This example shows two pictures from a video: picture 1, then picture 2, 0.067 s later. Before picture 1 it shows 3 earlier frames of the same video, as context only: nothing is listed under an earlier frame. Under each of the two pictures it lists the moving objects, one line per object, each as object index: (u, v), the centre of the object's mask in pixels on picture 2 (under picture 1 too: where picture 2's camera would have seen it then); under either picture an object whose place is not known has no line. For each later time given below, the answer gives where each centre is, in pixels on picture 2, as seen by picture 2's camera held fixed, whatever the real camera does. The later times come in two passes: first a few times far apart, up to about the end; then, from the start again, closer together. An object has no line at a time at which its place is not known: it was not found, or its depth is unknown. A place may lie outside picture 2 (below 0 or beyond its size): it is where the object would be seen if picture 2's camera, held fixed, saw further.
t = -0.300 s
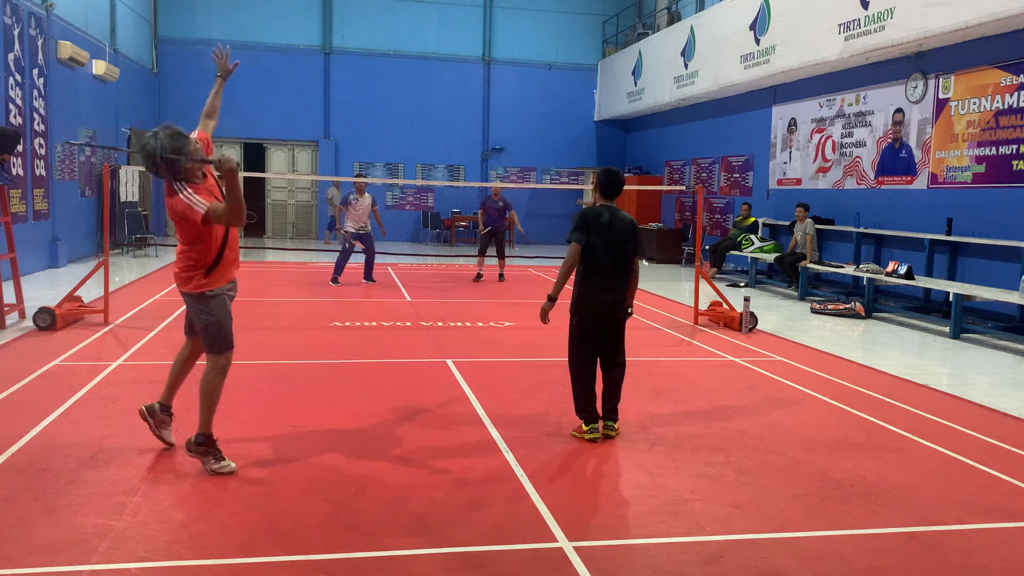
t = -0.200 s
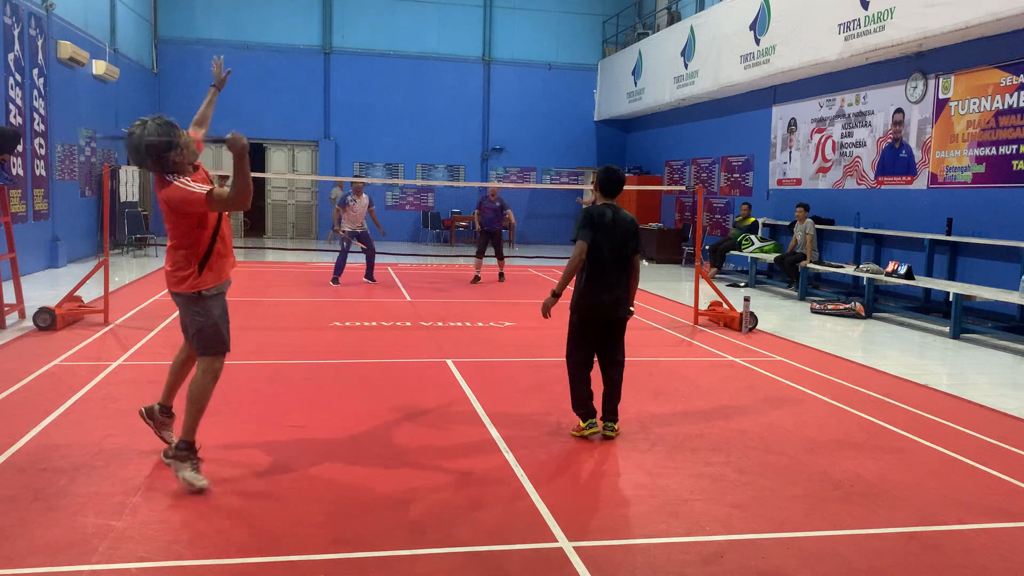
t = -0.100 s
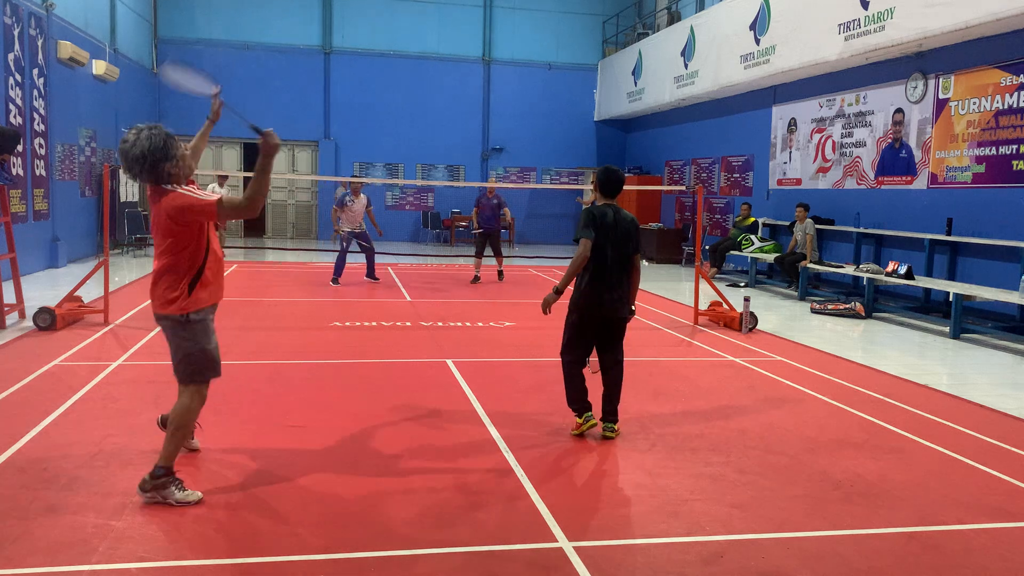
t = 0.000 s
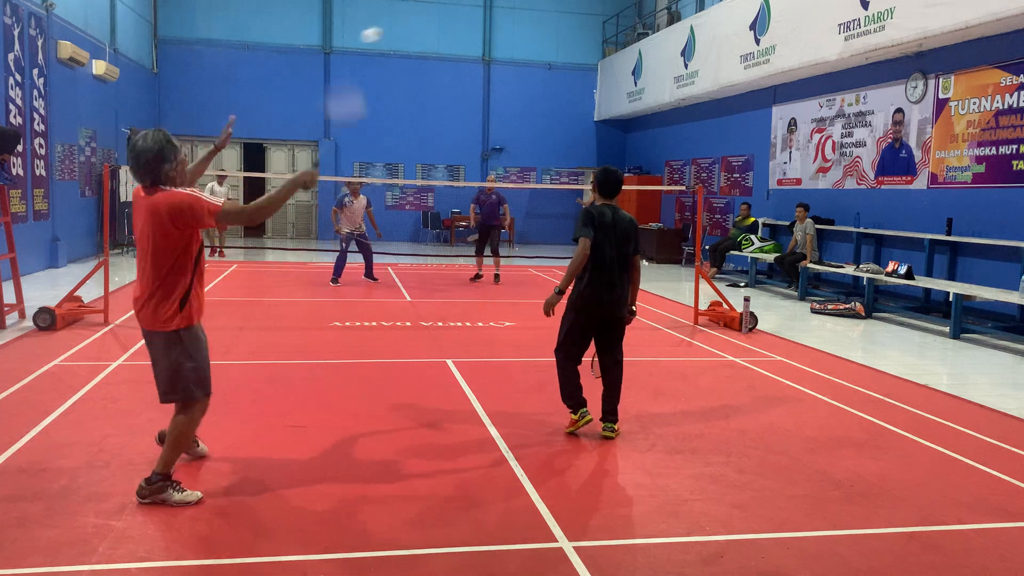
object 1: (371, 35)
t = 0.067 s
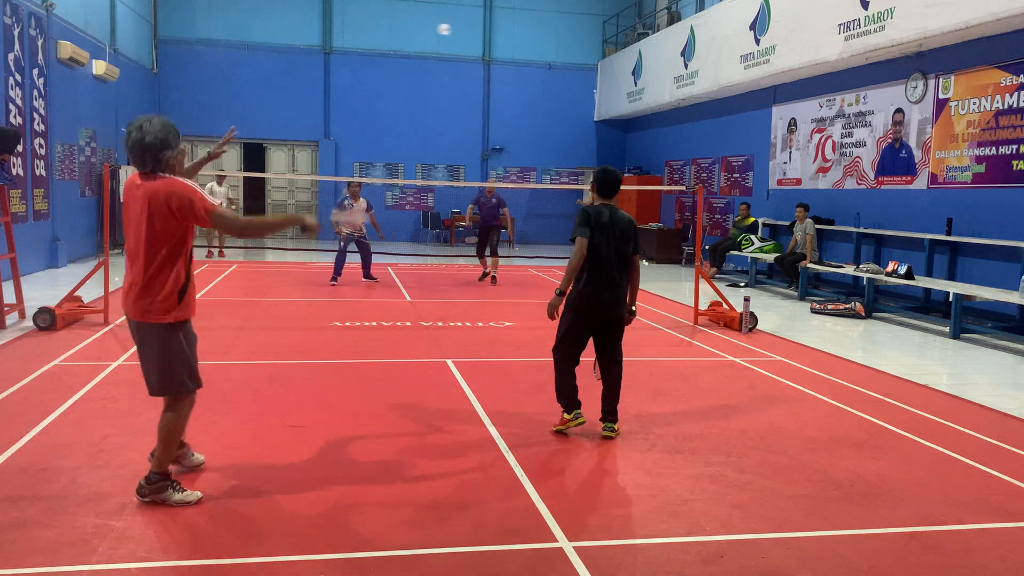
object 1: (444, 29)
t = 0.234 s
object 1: (518, 45)
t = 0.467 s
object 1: (557, 90)
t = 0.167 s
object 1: (497, 36)
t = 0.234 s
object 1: (518, 45)
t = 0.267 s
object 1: (526, 50)
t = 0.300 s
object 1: (533, 55)
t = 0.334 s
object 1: (539, 61)
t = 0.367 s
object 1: (545, 68)
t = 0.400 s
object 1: (549, 74)
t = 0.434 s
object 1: (553, 82)
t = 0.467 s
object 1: (557, 90)
